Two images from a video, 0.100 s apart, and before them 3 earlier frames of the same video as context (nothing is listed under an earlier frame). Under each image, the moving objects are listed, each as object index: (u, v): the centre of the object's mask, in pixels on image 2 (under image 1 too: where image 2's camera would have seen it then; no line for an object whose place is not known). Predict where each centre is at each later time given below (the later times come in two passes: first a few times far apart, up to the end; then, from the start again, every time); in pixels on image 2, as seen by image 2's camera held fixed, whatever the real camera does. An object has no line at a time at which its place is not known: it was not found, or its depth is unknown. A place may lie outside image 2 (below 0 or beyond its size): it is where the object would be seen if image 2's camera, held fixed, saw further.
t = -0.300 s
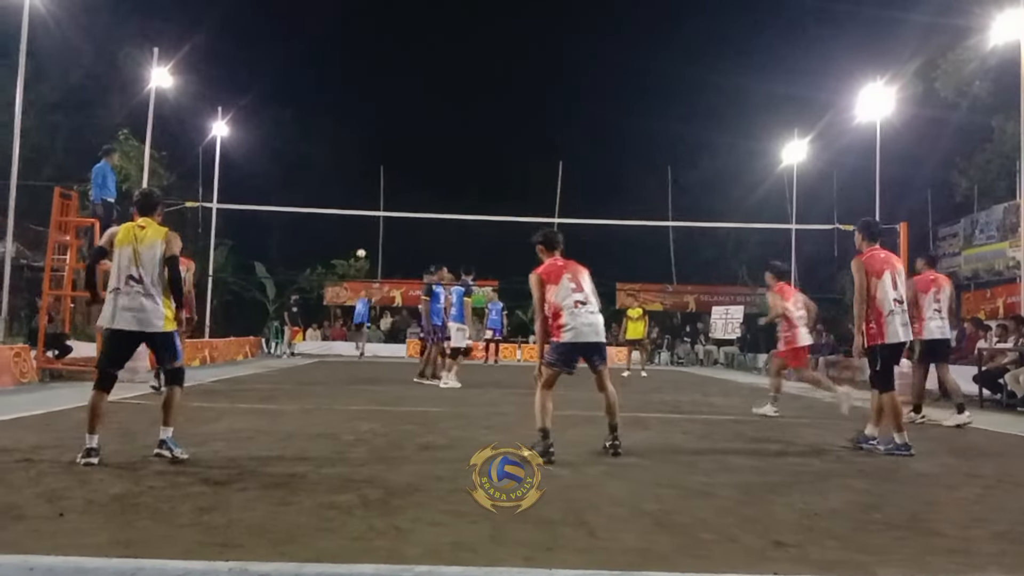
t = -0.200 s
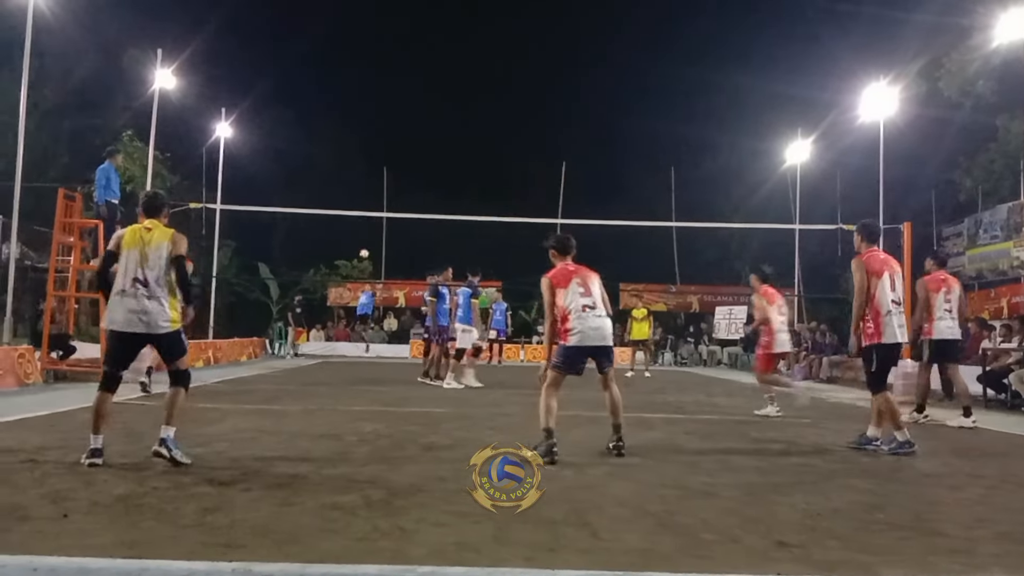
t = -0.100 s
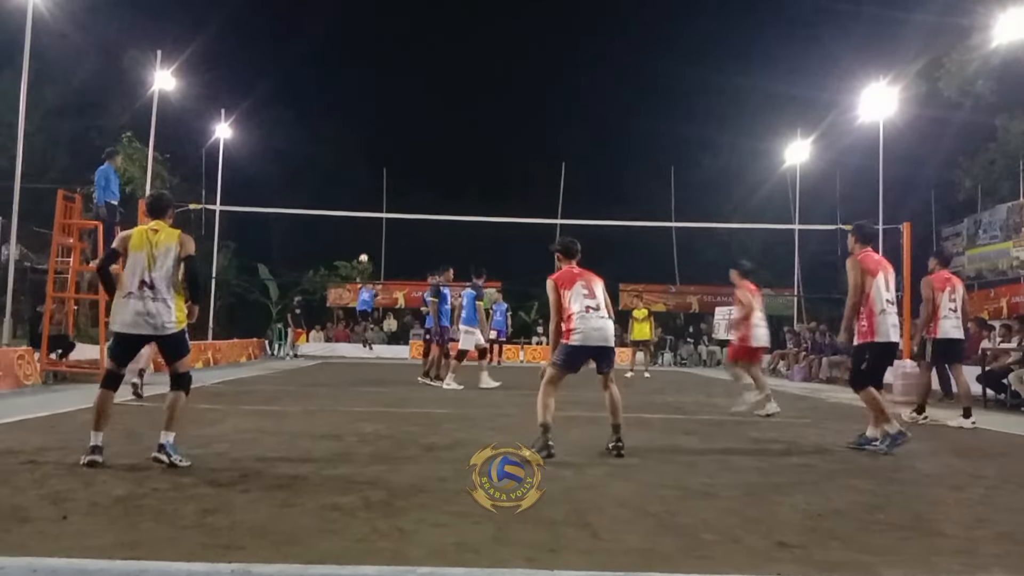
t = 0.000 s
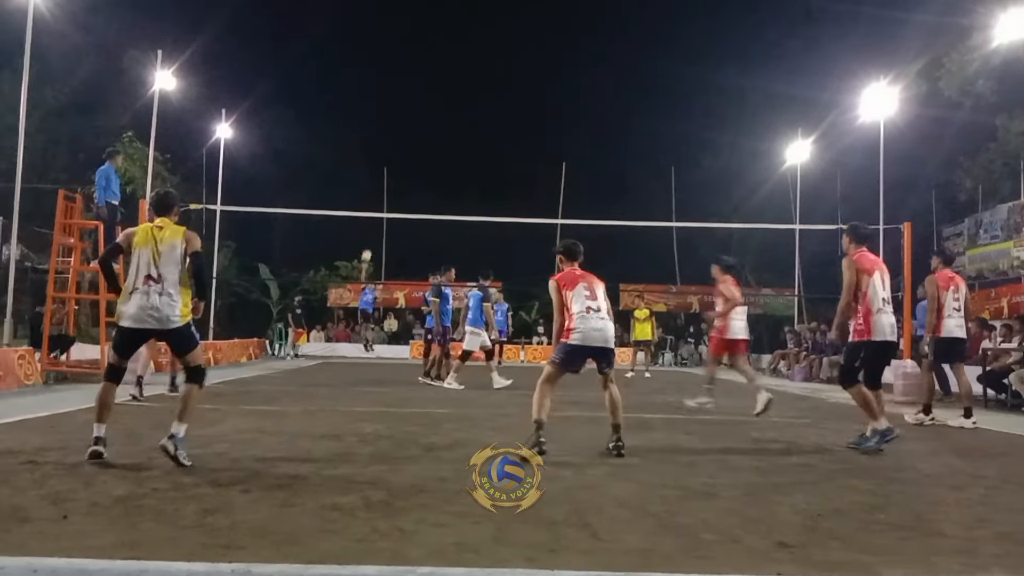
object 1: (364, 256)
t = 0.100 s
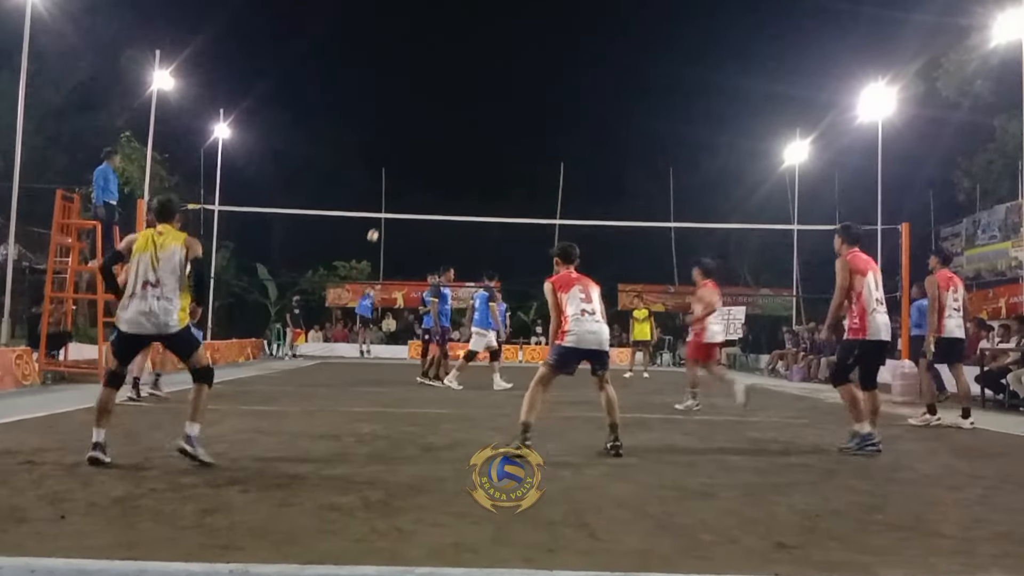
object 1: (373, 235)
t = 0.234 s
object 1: (385, 208)
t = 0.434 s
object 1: (411, 180)
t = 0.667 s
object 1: (455, 171)
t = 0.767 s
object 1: (479, 182)
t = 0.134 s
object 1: (375, 229)
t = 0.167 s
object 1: (378, 223)
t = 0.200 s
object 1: (381, 215)
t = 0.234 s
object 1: (385, 208)
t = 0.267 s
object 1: (389, 204)
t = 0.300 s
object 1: (393, 198)
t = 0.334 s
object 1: (397, 193)
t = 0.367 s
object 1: (401, 188)
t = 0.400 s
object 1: (406, 184)
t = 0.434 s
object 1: (411, 180)
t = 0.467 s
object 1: (417, 176)
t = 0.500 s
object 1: (422, 174)
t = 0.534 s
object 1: (428, 172)
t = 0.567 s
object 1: (434, 170)
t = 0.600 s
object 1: (440, 170)
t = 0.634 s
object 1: (448, 169)
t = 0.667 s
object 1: (455, 171)
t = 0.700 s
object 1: (462, 173)
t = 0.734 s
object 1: (471, 177)
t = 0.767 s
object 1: (479, 182)
